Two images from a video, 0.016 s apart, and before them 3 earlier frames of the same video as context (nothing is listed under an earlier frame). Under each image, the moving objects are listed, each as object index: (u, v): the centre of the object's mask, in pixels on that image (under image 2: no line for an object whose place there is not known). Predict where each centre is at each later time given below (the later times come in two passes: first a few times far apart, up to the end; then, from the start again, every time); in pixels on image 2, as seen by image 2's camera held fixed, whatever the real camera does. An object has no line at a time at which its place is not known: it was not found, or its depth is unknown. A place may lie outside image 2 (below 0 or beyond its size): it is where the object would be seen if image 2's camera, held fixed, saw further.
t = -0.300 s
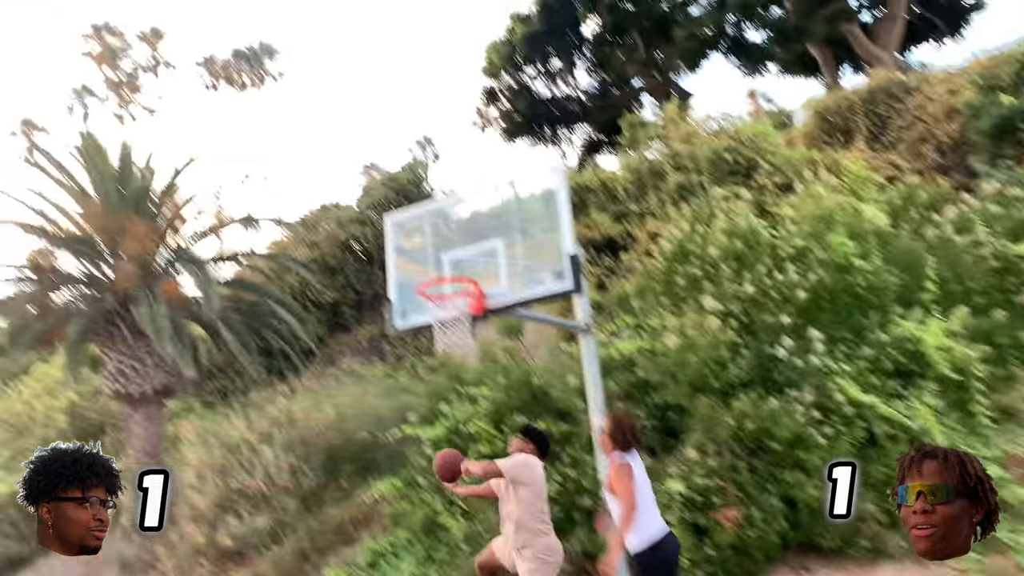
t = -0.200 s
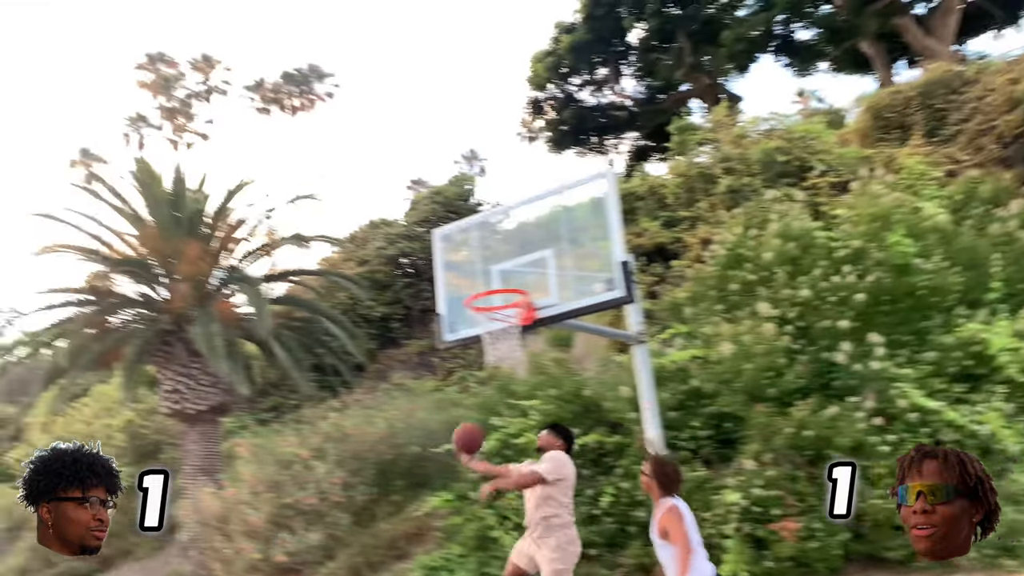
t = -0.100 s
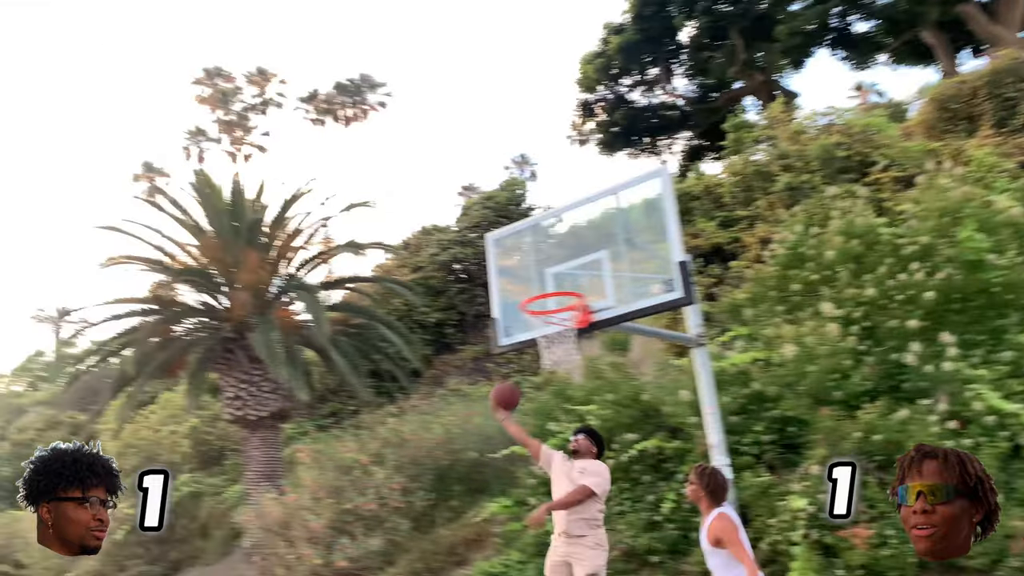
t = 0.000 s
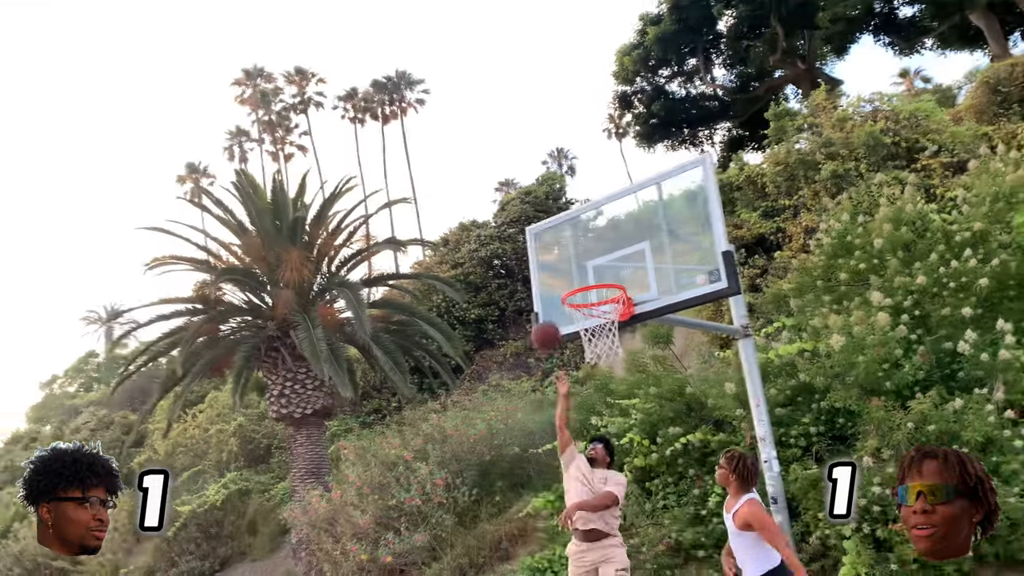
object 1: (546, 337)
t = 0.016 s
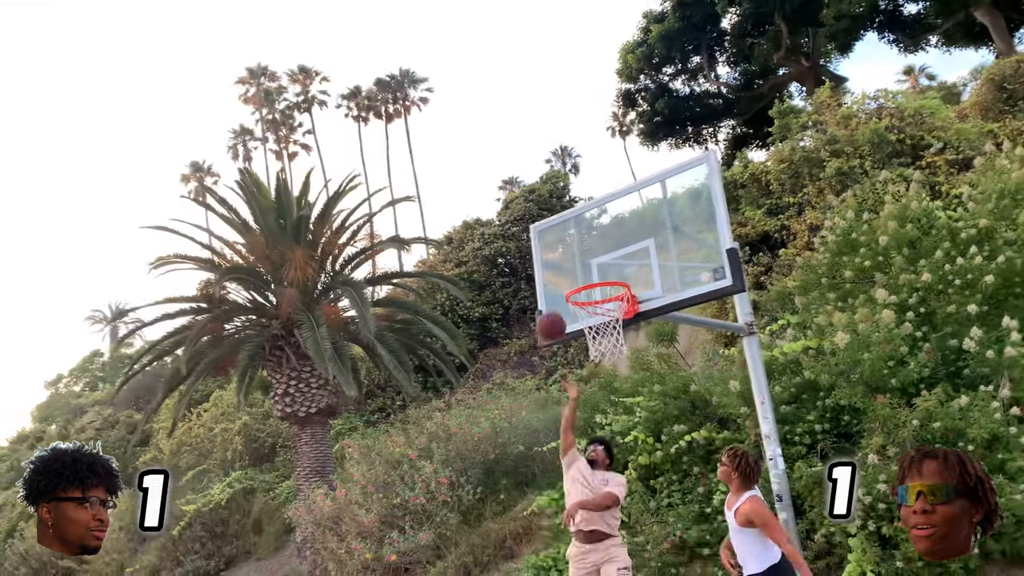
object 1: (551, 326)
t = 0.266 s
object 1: (565, 247)
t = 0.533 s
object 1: (589, 244)
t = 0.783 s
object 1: (601, 269)
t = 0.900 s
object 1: (583, 258)
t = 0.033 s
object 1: (553, 319)
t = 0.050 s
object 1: (553, 312)
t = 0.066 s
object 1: (553, 306)
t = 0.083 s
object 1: (554, 298)
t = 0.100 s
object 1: (555, 292)
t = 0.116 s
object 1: (555, 286)
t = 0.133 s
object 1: (556, 281)
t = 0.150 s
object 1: (557, 275)
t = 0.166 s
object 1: (558, 270)
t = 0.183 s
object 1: (559, 265)
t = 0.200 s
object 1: (560, 261)
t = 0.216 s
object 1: (561, 257)
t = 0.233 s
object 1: (562, 253)
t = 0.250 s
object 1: (563, 249)
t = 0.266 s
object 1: (565, 247)
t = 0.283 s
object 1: (566, 244)
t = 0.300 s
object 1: (567, 242)
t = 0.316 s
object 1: (569, 241)
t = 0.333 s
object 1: (570, 240)
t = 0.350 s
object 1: (571, 238)
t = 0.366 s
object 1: (573, 238)
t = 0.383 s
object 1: (575, 238)
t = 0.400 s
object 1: (577, 238)
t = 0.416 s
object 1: (579, 238)
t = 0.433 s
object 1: (580, 239)
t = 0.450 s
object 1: (581, 238)
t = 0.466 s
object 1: (584, 239)
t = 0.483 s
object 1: (585, 240)
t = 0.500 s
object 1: (586, 241)
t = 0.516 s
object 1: (587, 242)
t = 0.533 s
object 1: (589, 244)
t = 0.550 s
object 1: (591, 246)
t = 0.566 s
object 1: (593, 249)
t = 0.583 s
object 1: (595, 252)
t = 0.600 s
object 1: (597, 256)
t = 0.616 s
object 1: (599, 259)
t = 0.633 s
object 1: (601, 263)
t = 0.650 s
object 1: (603, 265)
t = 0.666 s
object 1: (604, 267)
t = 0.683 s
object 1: (605, 269)
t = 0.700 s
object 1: (608, 277)
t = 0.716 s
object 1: (609, 281)
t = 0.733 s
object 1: (609, 282)
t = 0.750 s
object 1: (606, 278)
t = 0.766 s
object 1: (603, 273)
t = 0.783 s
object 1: (601, 269)
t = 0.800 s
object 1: (598, 267)
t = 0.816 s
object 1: (596, 266)
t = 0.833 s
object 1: (593, 265)
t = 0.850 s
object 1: (591, 263)
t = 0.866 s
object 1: (589, 261)
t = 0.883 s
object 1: (586, 259)
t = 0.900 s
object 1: (583, 258)
